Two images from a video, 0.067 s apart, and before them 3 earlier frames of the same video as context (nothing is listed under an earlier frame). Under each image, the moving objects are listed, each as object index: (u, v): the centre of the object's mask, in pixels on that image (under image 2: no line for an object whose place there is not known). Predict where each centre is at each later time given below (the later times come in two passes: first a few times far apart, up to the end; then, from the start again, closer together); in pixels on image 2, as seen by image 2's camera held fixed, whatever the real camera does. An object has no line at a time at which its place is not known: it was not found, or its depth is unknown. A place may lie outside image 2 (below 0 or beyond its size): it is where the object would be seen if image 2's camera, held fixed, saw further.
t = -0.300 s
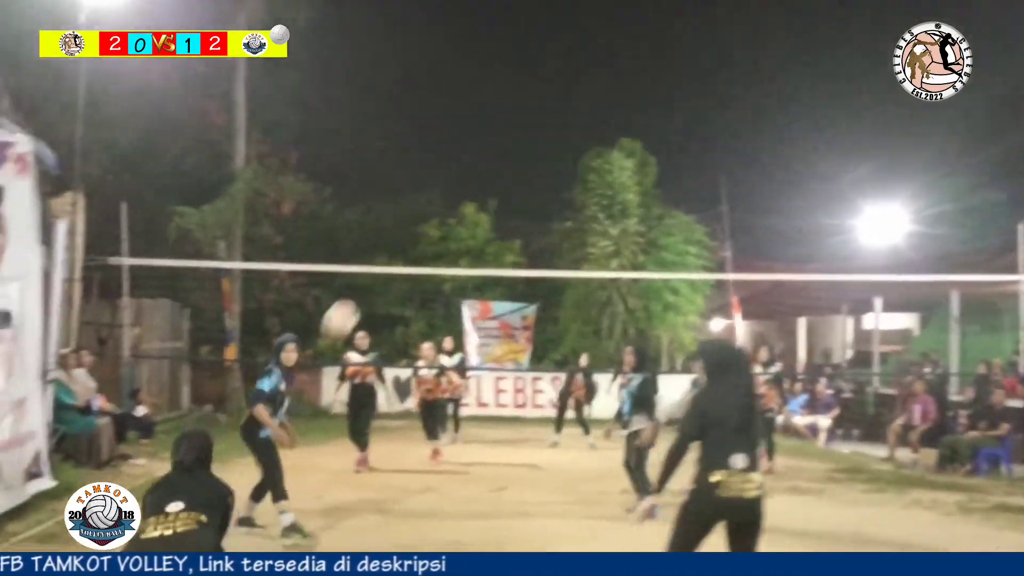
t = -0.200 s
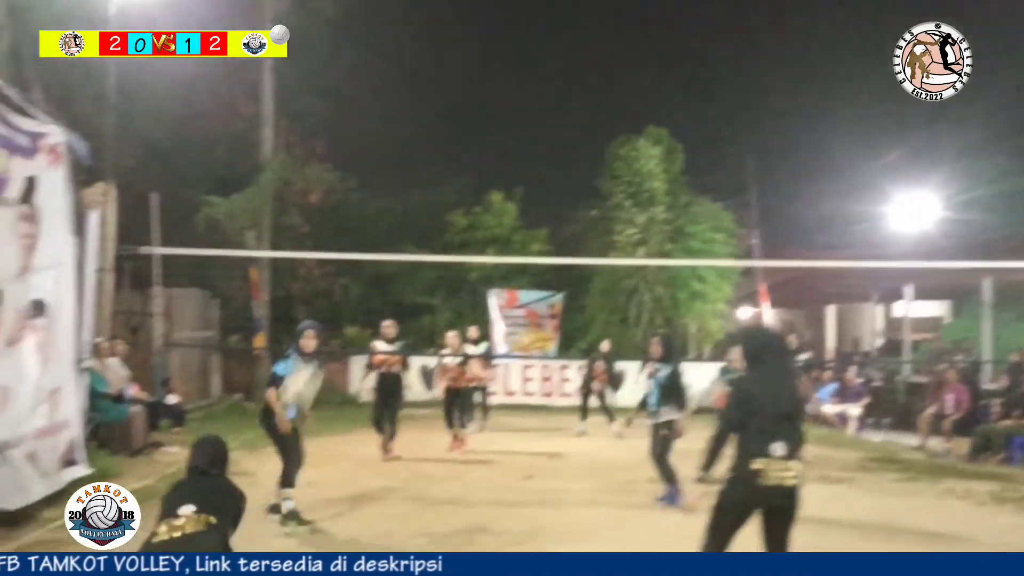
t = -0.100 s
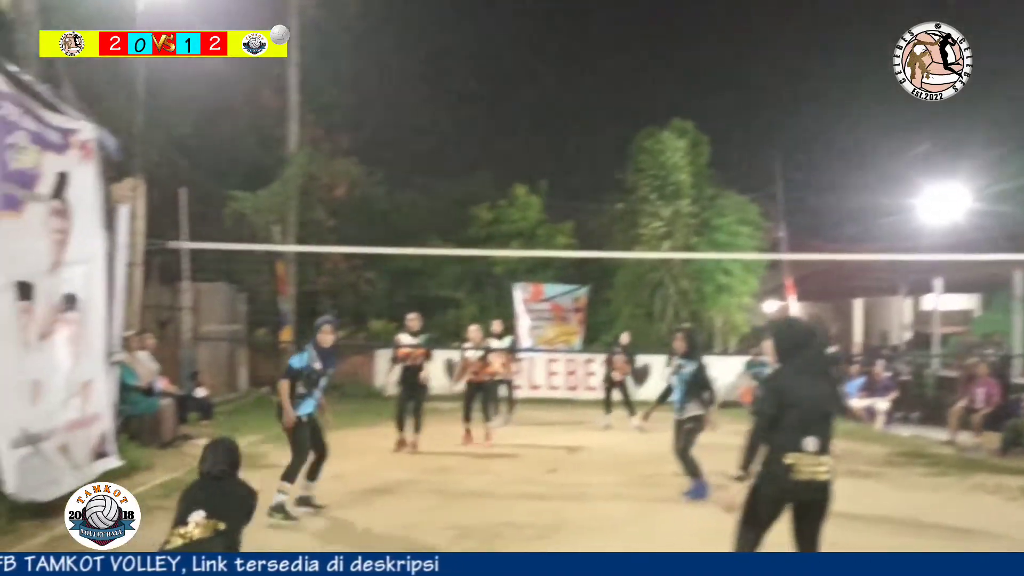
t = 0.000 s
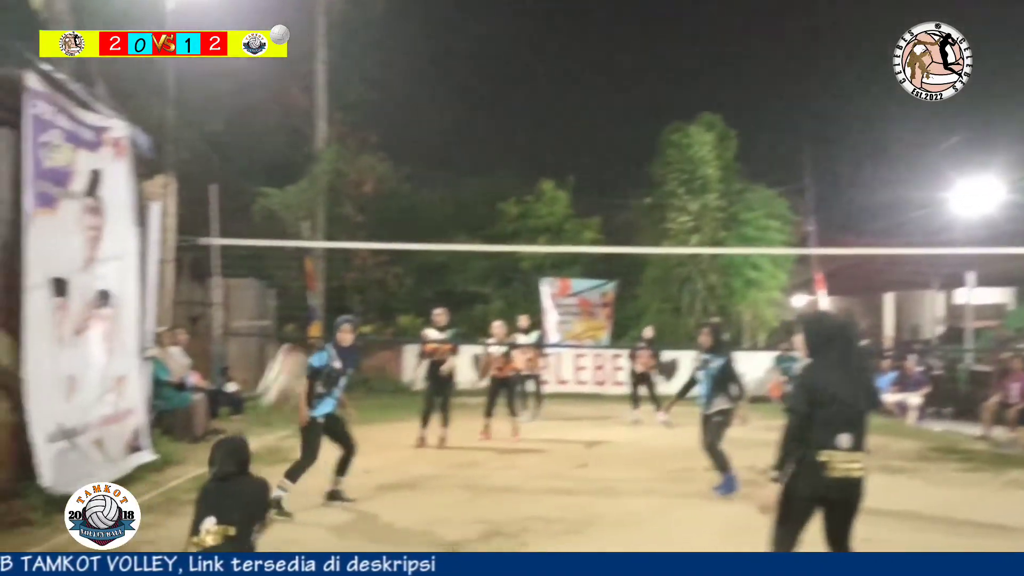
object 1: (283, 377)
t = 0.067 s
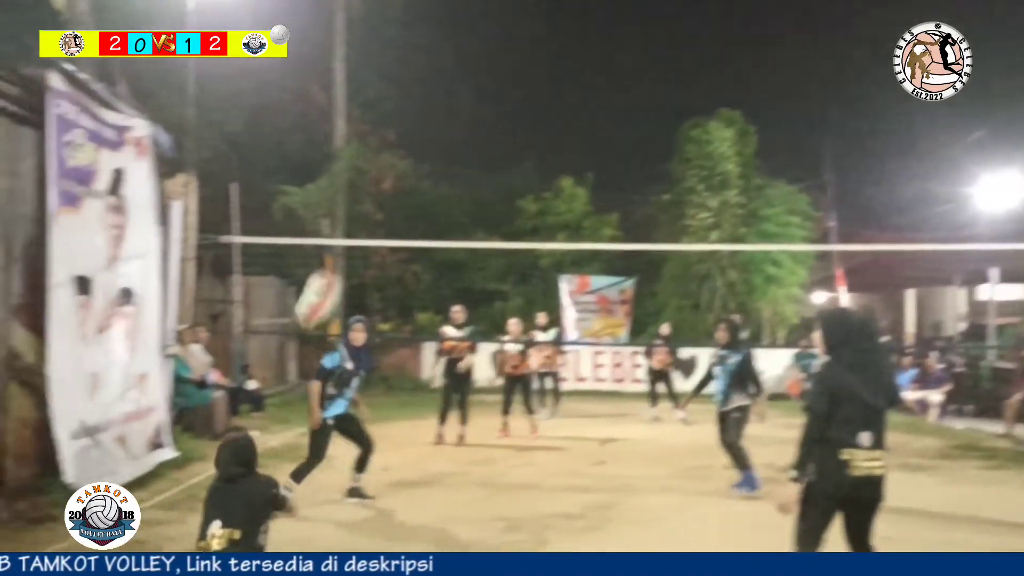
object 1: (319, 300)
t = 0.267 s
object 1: (365, 137)
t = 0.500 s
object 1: (408, 54)
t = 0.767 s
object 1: (448, 66)
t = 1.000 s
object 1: (475, 150)
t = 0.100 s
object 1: (325, 270)
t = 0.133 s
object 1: (335, 234)
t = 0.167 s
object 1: (342, 208)
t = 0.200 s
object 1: (351, 181)
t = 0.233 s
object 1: (357, 158)
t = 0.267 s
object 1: (365, 137)
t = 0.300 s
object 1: (371, 119)
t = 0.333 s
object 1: (376, 104)
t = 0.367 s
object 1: (384, 89)
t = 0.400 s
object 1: (391, 78)
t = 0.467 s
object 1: (402, 60)
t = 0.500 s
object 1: (408, 54)
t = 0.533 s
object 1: (413, 50)
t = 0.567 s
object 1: (418, 47)
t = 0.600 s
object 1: (424, 46)
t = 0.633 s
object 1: (429, 47)
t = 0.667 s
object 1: (434, 49)
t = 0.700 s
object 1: (439, 53)
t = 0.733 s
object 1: (443, 58)
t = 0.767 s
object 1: (448, 66)
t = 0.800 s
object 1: (452, 74)
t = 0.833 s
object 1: (456, 83)
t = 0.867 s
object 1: (460, 94)
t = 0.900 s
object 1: (464, 107)
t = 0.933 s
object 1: (468, 120)
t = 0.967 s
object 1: (472, 135)
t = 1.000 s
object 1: (475, 150)
